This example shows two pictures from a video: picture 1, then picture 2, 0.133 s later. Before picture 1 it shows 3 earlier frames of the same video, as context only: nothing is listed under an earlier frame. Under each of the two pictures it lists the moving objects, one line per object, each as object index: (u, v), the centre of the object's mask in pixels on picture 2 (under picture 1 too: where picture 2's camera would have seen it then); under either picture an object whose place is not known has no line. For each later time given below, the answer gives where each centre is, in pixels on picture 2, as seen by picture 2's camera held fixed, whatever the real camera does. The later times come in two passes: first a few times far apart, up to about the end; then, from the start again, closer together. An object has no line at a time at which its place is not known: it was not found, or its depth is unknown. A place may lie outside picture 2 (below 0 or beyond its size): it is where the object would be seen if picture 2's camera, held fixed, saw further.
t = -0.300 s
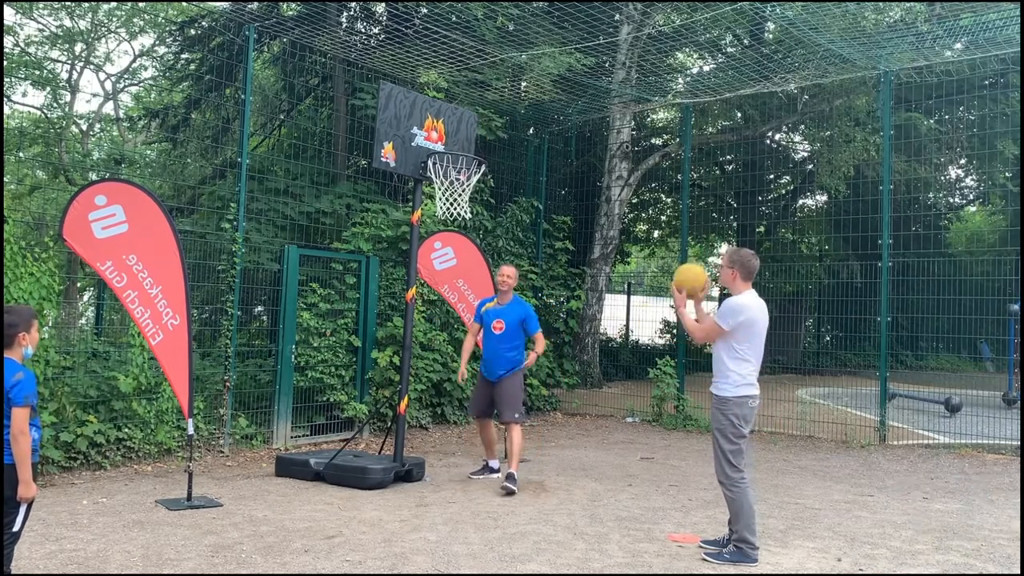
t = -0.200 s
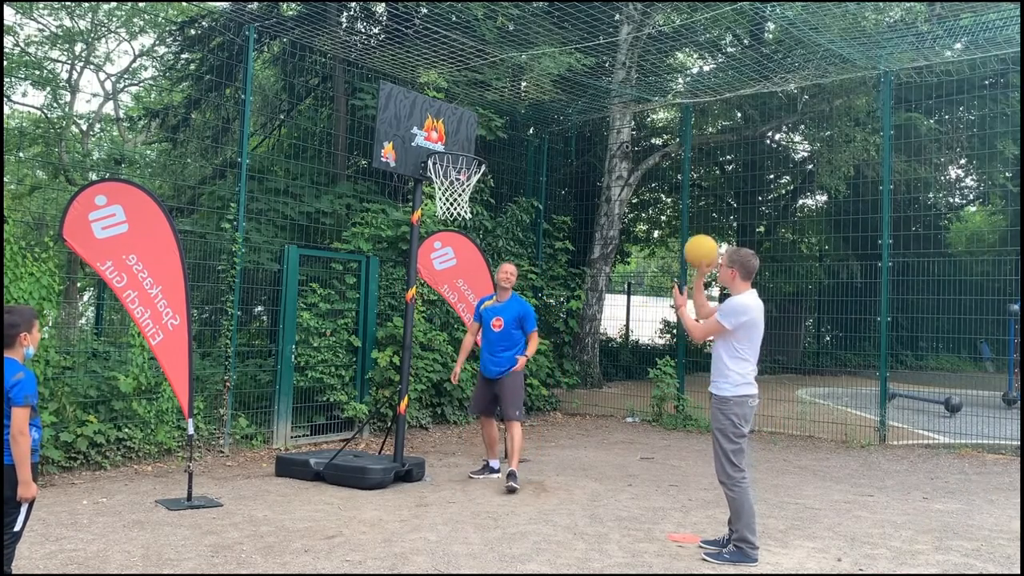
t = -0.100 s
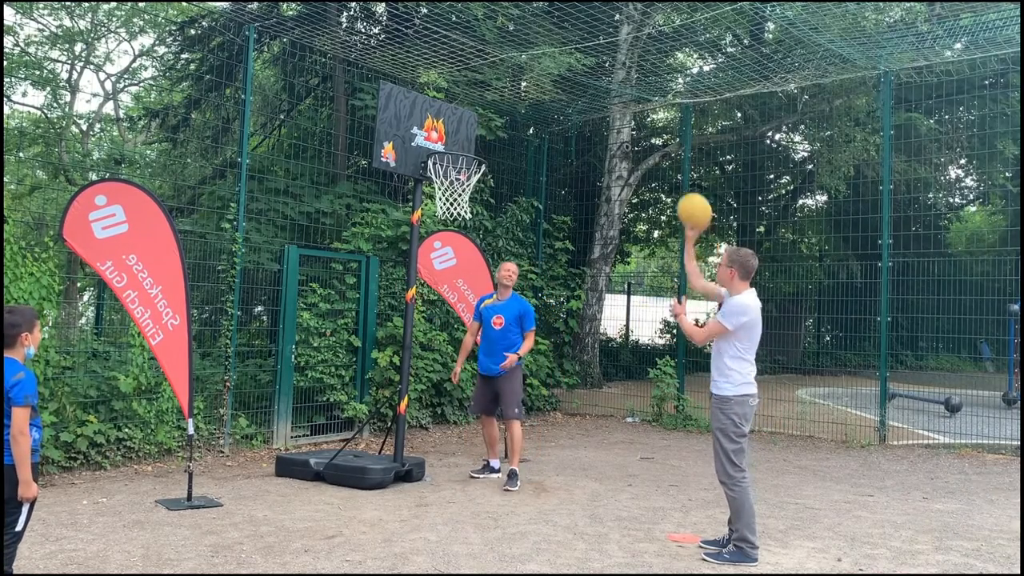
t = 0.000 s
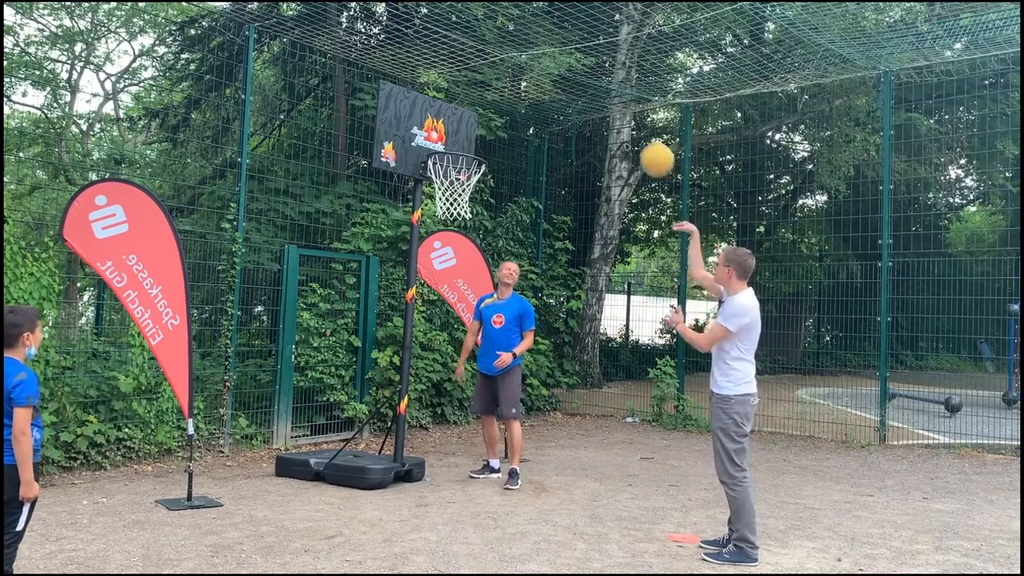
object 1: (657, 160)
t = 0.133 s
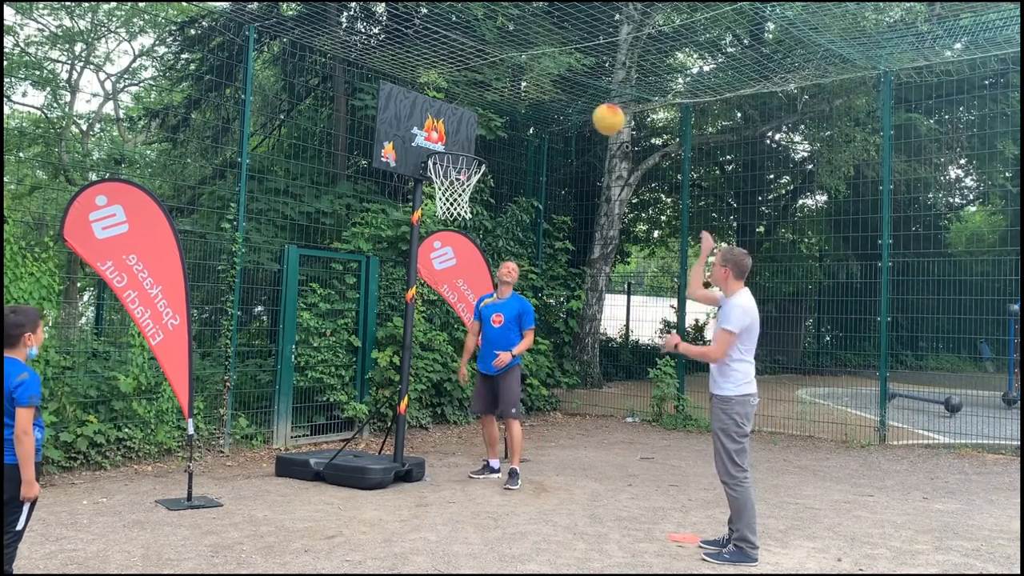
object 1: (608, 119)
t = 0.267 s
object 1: (563, 106)
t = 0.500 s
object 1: (493, 139)
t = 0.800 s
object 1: (465, 145)
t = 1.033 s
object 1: (455, 138)
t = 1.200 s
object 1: (449, 153)
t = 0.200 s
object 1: (586, 109)
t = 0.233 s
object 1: (574, 107)
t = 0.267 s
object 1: (563, 106)
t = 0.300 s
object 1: (553, 107)
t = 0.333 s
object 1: (542, 108)
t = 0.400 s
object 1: (522, 116)
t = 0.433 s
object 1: (513, 122)
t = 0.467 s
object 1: (503, 130)
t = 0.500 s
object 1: (493, 139)
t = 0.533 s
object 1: (485, 147)
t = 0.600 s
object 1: (479, 141)
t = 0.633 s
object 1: (477, 139)
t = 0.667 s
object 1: (475, 138)
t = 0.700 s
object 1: (472, 139)
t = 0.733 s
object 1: (470, 141)
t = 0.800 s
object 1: (465, 145)
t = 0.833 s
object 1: (462, 154)
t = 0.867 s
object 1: (461, 146)
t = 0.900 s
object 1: (460, 143)
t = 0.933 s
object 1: (458, 141)
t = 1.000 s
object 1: (456, 139)
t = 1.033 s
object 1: (455, 138)
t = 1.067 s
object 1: (453, 140)
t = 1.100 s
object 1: (451, 142)
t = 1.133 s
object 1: (449, 144)
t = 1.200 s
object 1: (449, 153)
